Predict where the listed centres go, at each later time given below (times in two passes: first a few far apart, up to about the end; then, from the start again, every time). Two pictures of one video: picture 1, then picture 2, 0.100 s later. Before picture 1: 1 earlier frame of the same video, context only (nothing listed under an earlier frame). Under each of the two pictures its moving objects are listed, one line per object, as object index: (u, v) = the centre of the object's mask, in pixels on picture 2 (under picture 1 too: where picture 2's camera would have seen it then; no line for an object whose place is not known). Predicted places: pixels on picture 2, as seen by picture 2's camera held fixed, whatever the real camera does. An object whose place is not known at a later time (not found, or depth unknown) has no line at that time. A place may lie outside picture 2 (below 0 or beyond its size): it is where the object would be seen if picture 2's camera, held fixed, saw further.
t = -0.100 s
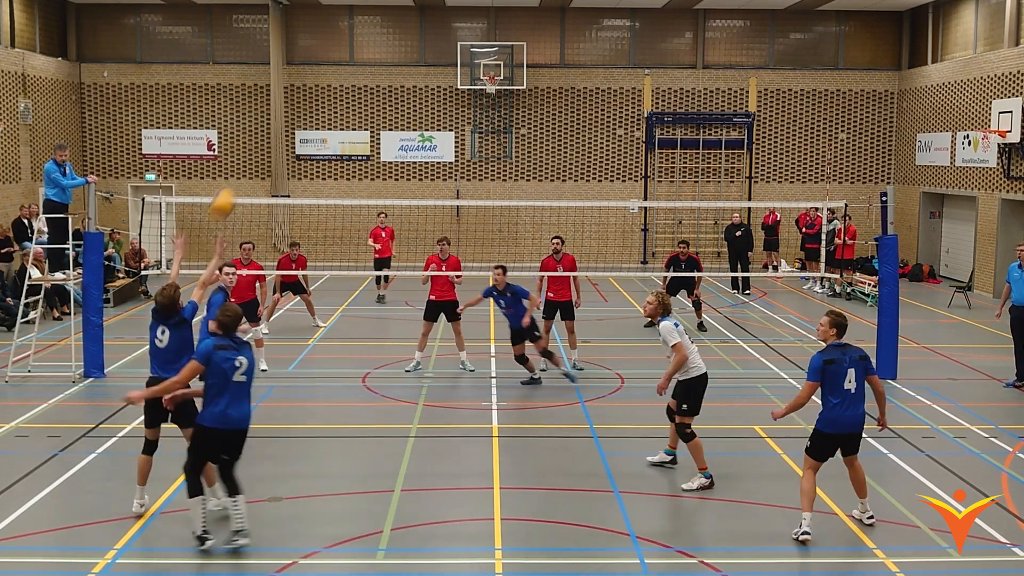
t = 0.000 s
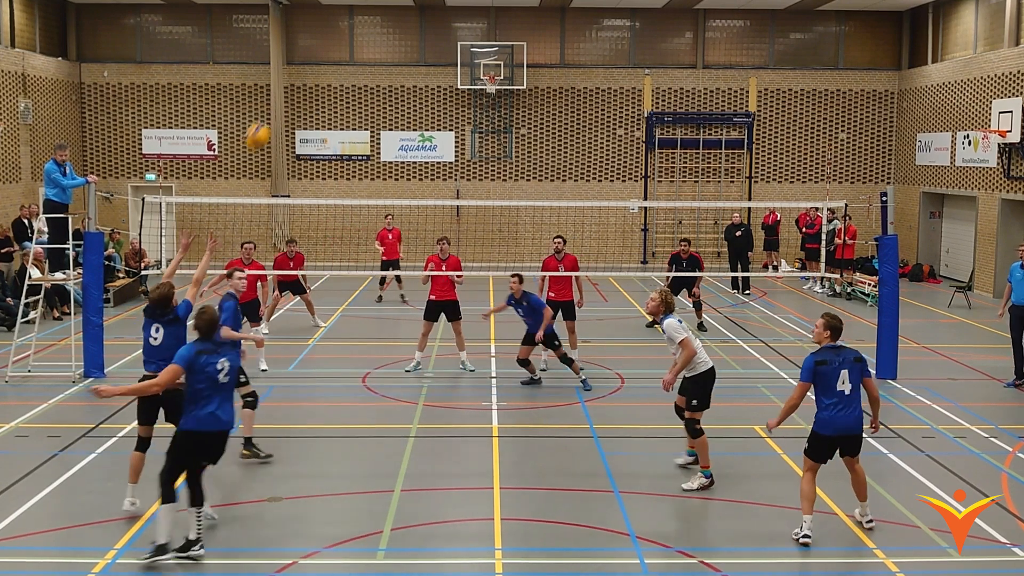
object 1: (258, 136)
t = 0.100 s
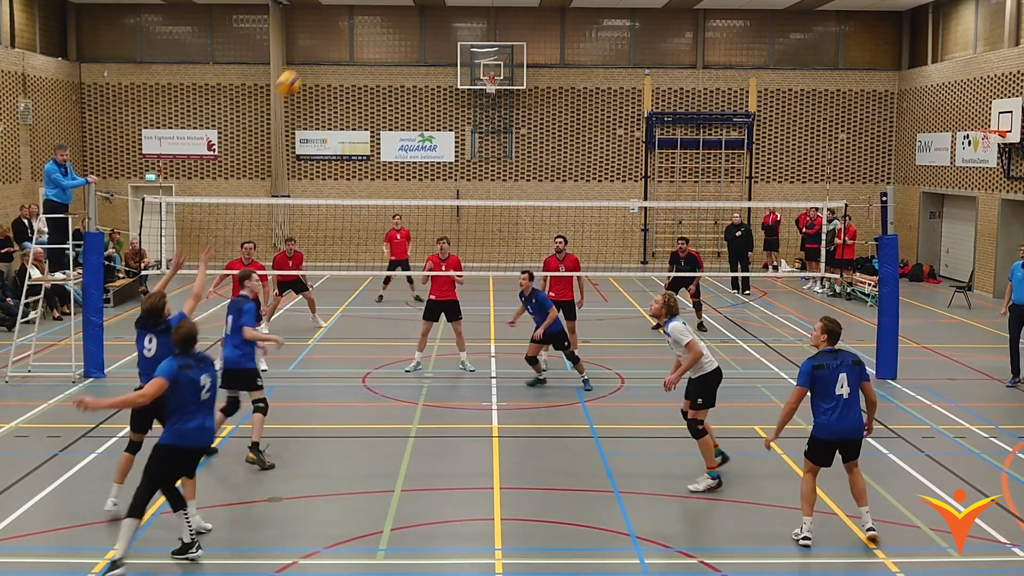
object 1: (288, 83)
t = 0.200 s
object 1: (316, 45)
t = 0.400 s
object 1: (367, 5)
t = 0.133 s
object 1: (298, 69)
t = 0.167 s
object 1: (307, 56)
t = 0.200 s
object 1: (316, 45)
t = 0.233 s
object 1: (325, 34)
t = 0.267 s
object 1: (334, 25)
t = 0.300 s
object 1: (343, 17)
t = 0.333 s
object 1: (351, 11)
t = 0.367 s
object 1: (359, 8)
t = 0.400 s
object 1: (367, 5)
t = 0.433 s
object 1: (374, 4)
